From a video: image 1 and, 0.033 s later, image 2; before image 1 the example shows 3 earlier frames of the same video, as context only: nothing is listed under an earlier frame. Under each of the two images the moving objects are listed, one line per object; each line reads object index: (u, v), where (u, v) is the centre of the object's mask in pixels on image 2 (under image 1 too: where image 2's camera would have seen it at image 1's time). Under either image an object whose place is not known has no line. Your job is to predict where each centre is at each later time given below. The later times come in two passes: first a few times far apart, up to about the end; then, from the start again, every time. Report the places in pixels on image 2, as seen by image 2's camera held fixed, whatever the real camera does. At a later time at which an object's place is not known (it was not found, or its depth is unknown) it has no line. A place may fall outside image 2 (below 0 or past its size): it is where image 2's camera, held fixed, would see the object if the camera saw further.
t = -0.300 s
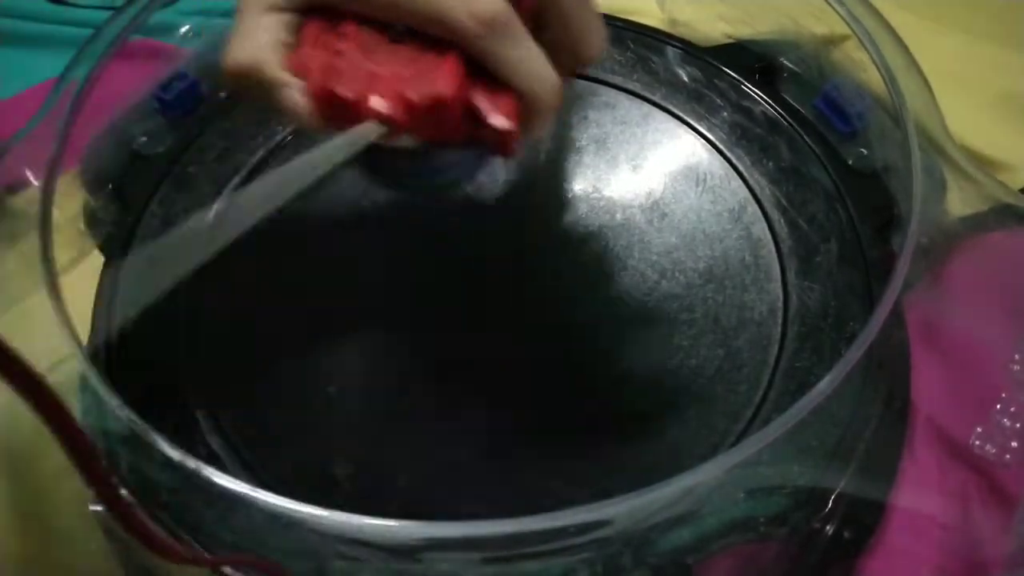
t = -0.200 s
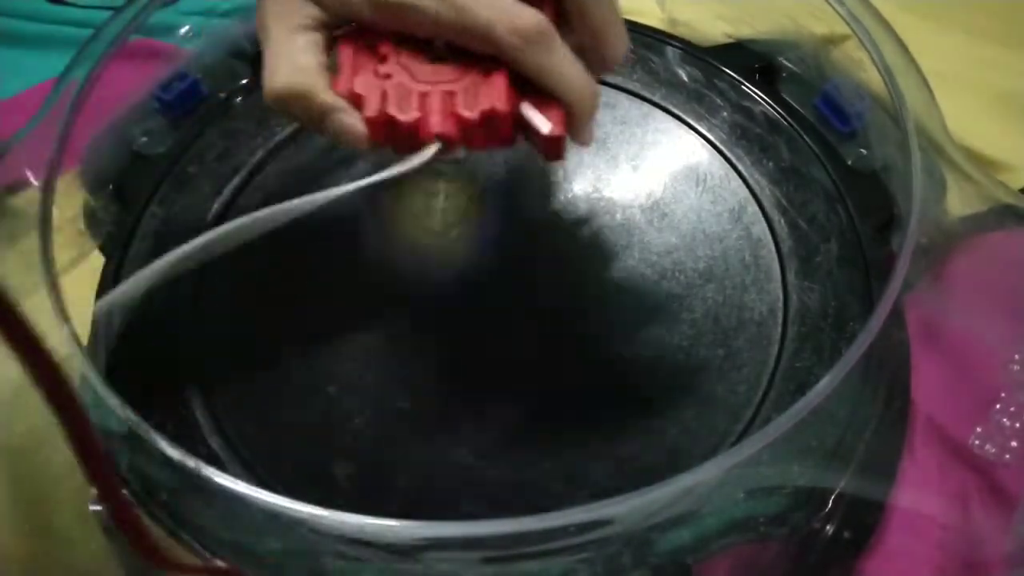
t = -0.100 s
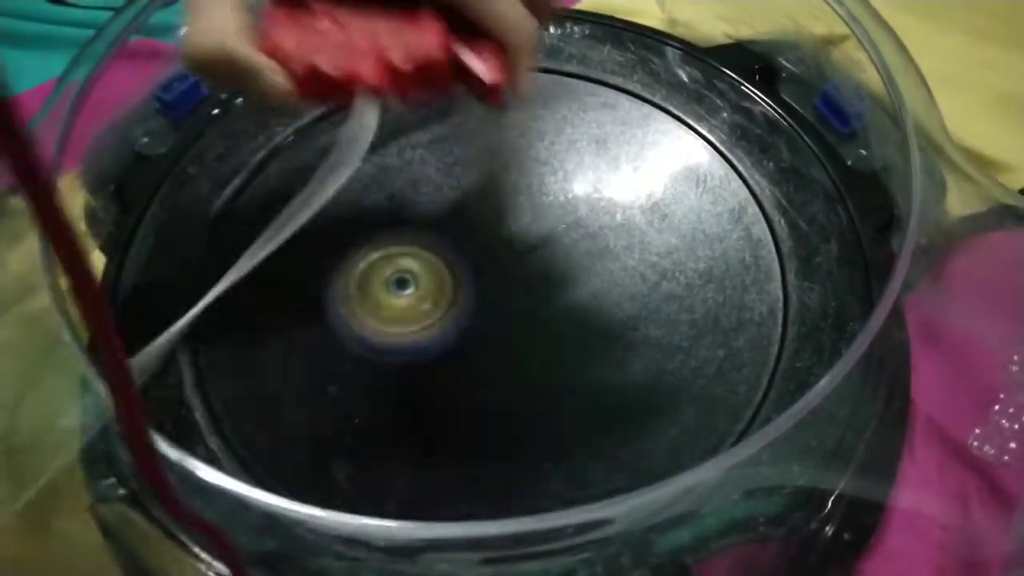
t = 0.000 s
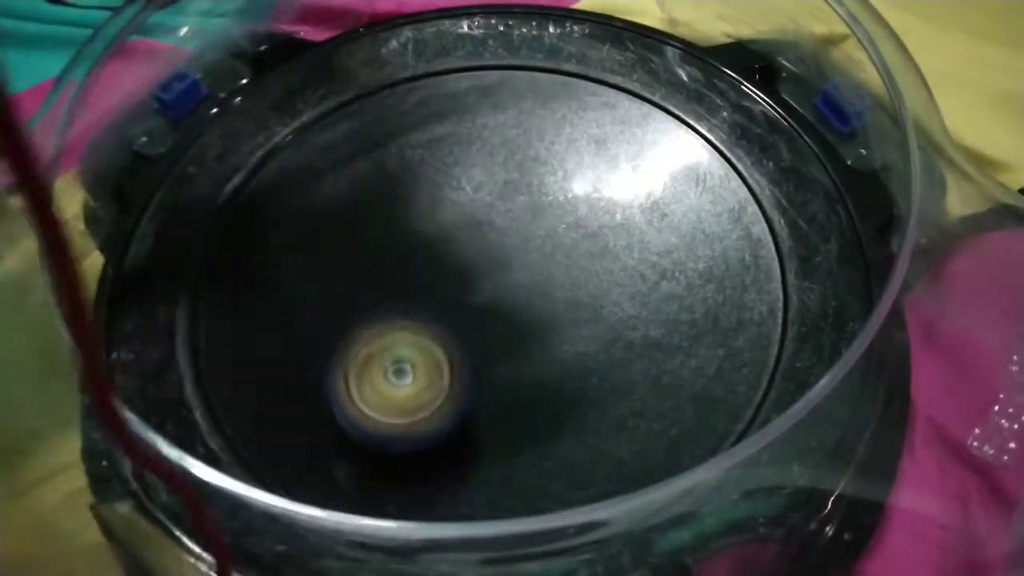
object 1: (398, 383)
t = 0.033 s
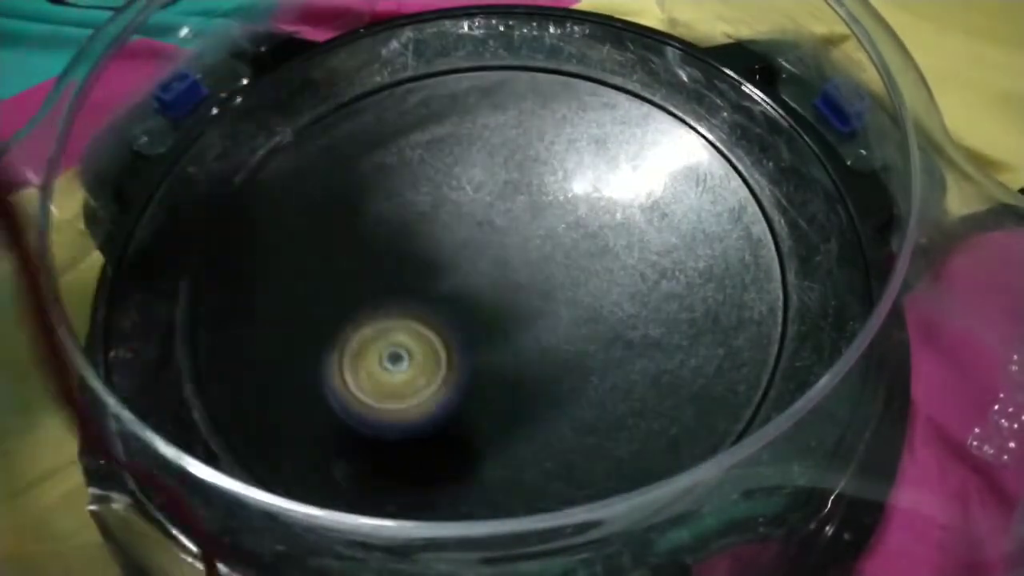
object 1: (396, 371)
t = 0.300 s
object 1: (440, 309)
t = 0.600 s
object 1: (509, 232)
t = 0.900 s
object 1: (523, 278)
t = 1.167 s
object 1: (476, 318)
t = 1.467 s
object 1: (502, 284)
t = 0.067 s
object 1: (395, 367)
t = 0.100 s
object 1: (398, 373)
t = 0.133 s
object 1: (401, 367)
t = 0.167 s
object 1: (406, 353)
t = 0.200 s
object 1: (414, 348)
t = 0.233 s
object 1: (422, 334)
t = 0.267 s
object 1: (431, 319)
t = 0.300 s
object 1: (440, 309)
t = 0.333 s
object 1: (448, 293)
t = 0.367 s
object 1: (457, 277)
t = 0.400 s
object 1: (466, 269)
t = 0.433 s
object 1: (475, 257)
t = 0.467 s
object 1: (482, 249)
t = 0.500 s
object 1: (490, 242)
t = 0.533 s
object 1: (497, 237)
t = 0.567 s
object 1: (503, 235)
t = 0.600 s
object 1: (509, 232)
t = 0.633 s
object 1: (515, 234)
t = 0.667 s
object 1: (520, 235)
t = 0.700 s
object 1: (524, 239)
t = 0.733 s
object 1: (527, 245)
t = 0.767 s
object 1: (530, 251)
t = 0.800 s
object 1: (531, 256)
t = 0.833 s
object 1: (529, 262)
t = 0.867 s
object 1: (527, 271)
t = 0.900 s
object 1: (523, 278)
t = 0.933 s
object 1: (517, 285)
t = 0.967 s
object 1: (512, 292)
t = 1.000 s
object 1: (504, 299)
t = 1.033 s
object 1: (498, 305)
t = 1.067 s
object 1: (491, 310)
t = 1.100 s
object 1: (485, 314)
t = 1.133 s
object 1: (479, 317)
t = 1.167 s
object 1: (476, 318)
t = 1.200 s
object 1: (474, 318)
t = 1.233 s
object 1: (474, 317)
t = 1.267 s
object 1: (475, 314)
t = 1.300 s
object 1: (478, 310)
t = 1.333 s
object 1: (482, 304)
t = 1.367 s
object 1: (487, 299)
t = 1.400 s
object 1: (492, 294)
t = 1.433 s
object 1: (496, 289)
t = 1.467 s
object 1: (502, 284)
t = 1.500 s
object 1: (507, 279)
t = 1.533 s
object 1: (512, 276)
